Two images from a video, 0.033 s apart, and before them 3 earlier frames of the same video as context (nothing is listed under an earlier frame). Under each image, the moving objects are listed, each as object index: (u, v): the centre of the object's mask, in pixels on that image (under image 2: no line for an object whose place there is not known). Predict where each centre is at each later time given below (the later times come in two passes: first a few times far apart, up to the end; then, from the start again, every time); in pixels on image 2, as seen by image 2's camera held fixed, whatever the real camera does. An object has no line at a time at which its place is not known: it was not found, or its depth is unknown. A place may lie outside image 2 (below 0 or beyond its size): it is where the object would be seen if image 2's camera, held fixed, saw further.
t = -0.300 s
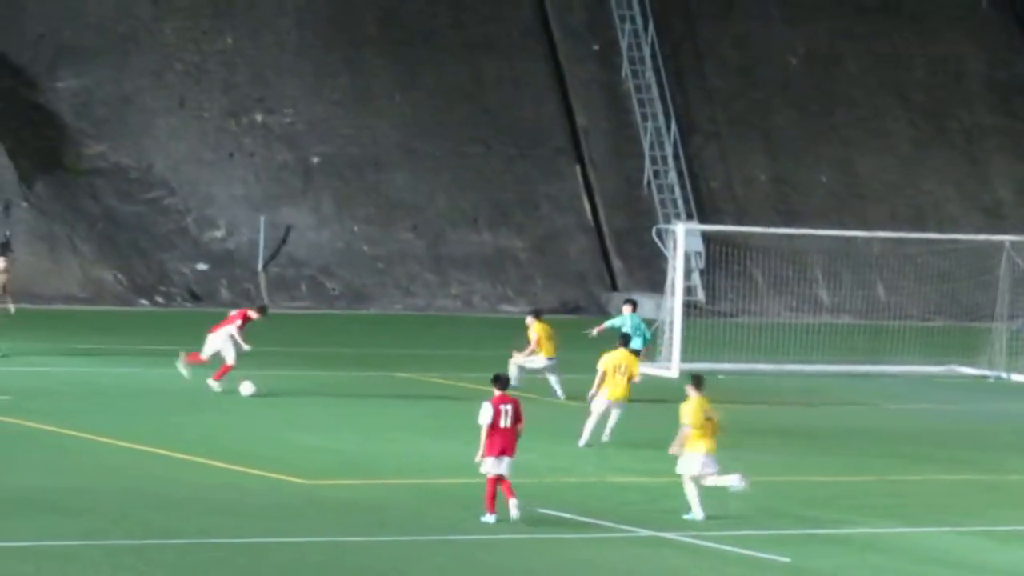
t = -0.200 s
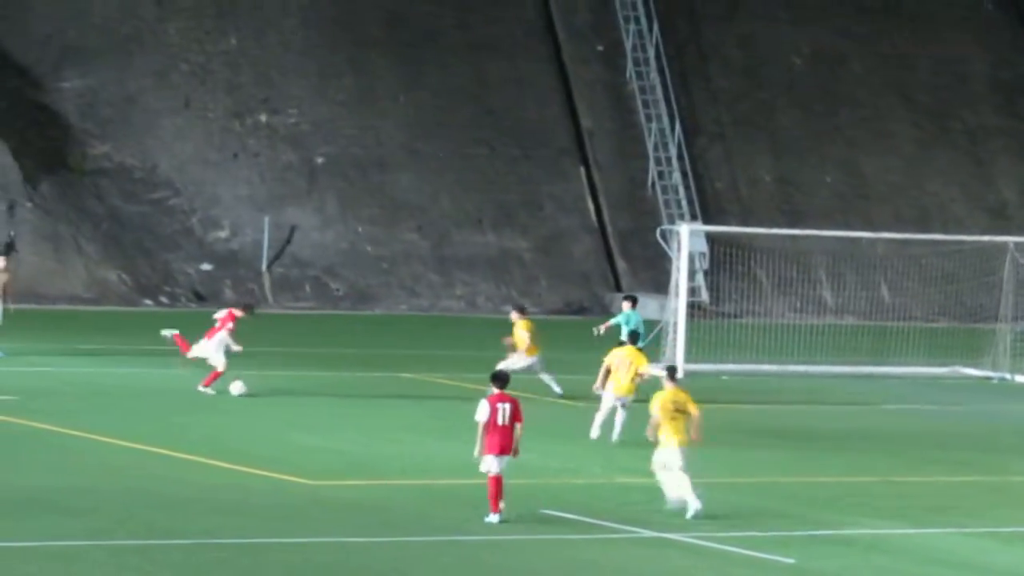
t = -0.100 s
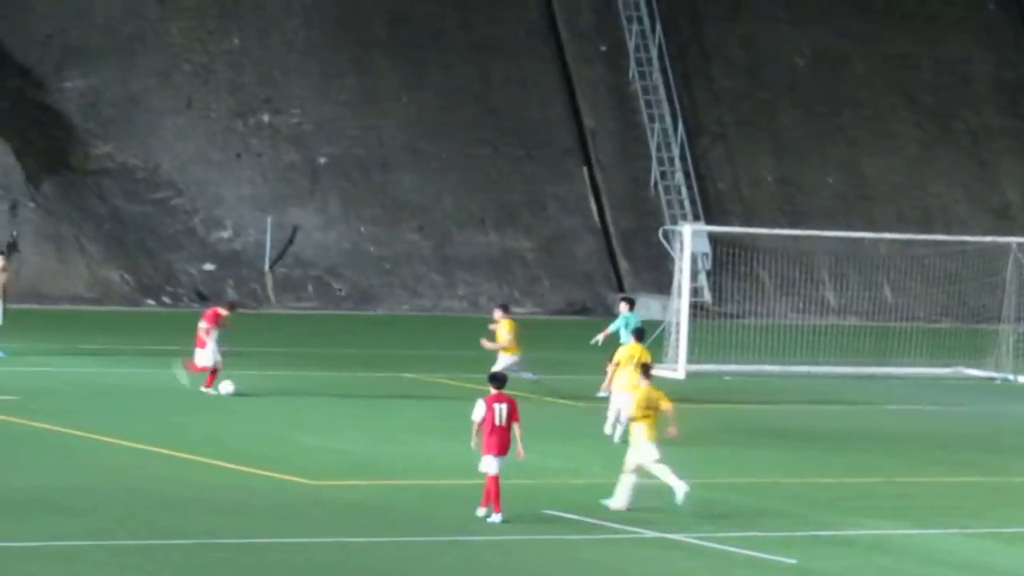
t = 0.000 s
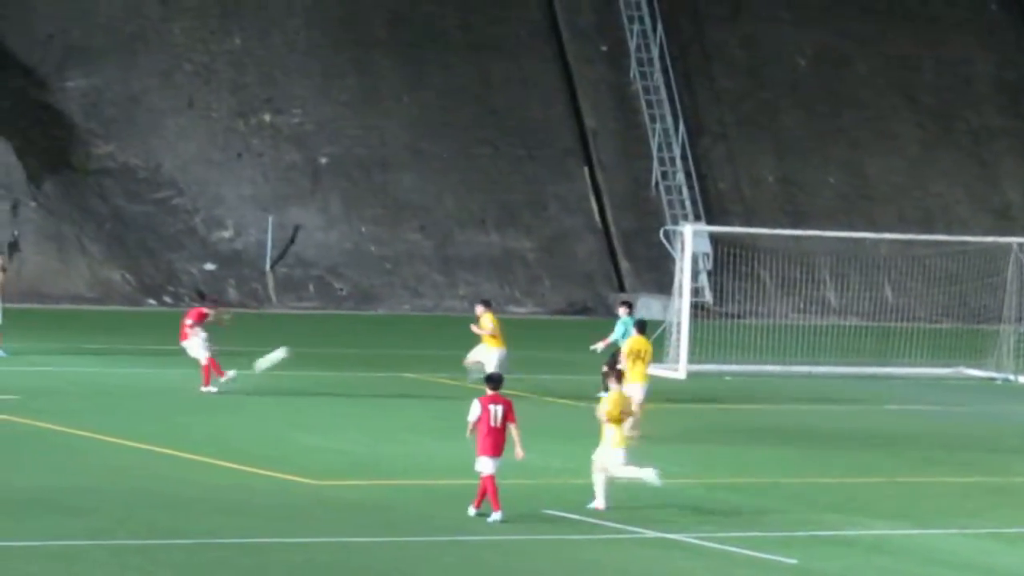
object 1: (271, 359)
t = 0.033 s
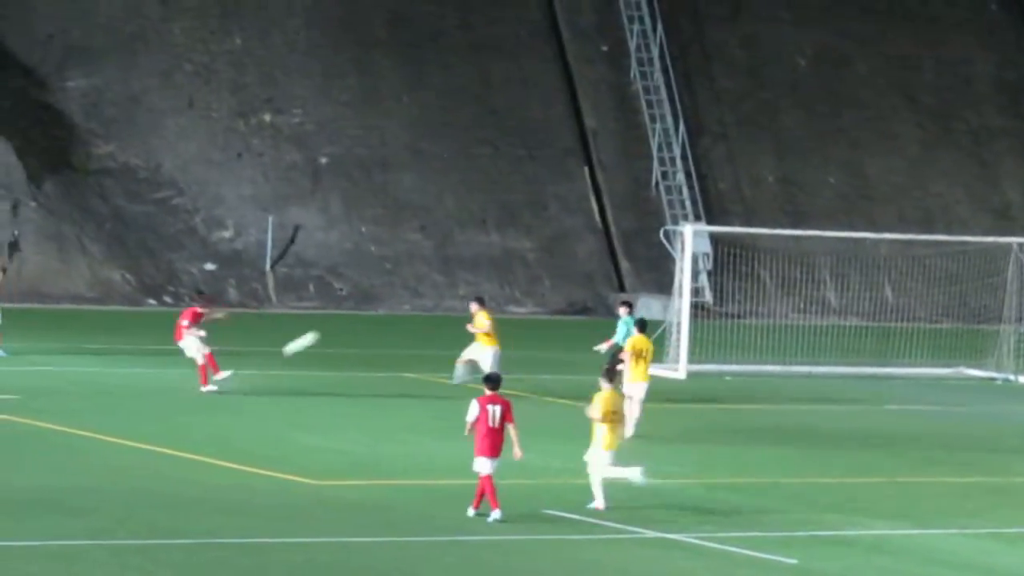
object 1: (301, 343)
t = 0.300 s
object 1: (520, 246)
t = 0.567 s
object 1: (712, 200)
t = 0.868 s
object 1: (900, 201)
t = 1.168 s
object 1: (1067, 255)
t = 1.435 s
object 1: (1203, 344)
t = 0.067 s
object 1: (329, 328)
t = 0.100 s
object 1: (358, 314)
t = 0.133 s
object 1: (386, 301)
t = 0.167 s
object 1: (414, 288)
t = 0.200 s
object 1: (441, 277)
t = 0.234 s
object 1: (467, 266)
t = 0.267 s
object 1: (494, 256)
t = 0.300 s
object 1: (520, 246)
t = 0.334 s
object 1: (545, 238)
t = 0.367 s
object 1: (570, 230)
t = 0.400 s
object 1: (594, 223)
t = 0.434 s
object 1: (619, 217)
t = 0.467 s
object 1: (642, 212)
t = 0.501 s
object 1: (665, 207)
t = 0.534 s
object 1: (688, 203)
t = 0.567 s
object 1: (712, 200)
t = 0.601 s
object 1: (734, 197)
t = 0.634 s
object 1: (756, 195)
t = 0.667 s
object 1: (777, 194)
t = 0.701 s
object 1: (799, 194)
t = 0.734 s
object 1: (820, 194)
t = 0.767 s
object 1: (840, 195)
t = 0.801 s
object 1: (861, 197)
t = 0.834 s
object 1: (881, 199)
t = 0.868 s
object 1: (900, 201)
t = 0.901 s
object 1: (920, 205)
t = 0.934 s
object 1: (939, 209)
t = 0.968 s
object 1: (958, 214)
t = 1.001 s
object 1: (977, 219)
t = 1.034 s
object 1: (996, 225)
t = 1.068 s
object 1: (1013, 231)
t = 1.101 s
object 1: (1031, 239)
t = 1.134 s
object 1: (1047, 246)
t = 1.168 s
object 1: (1067, 255)
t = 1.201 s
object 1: (1085, 264)
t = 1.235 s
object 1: (1102, 273)
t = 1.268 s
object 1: (1119, 284)
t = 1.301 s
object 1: (1136, 294)
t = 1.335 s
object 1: (1153, 306)
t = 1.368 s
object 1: (1171, 317)
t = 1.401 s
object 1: (1187, 331)
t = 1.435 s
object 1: (1203, 344)
